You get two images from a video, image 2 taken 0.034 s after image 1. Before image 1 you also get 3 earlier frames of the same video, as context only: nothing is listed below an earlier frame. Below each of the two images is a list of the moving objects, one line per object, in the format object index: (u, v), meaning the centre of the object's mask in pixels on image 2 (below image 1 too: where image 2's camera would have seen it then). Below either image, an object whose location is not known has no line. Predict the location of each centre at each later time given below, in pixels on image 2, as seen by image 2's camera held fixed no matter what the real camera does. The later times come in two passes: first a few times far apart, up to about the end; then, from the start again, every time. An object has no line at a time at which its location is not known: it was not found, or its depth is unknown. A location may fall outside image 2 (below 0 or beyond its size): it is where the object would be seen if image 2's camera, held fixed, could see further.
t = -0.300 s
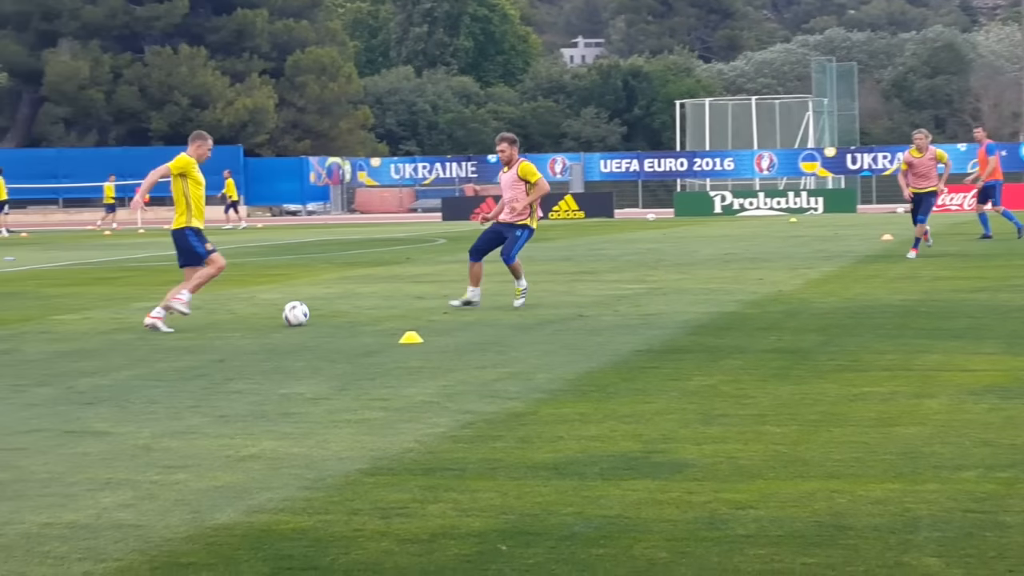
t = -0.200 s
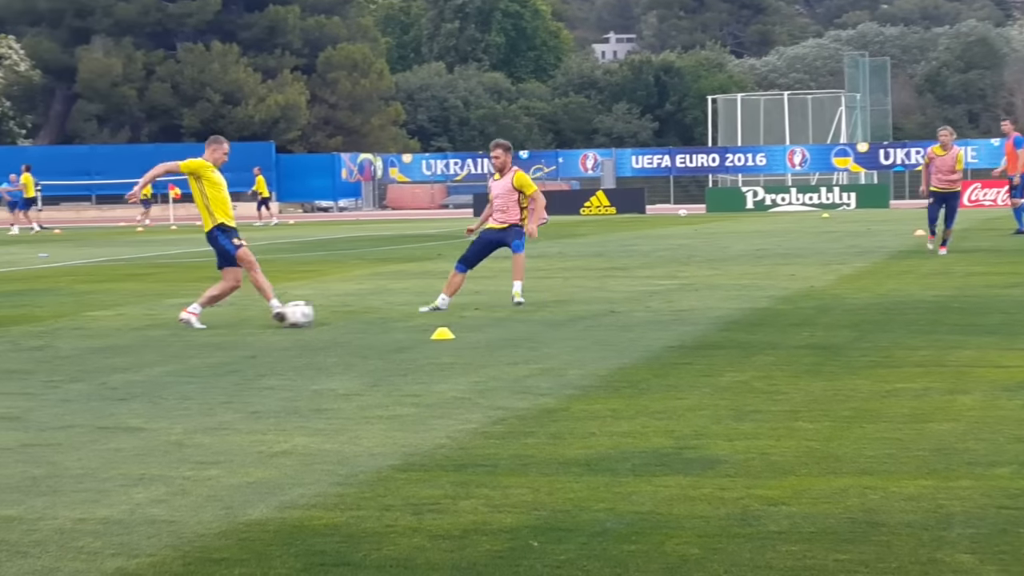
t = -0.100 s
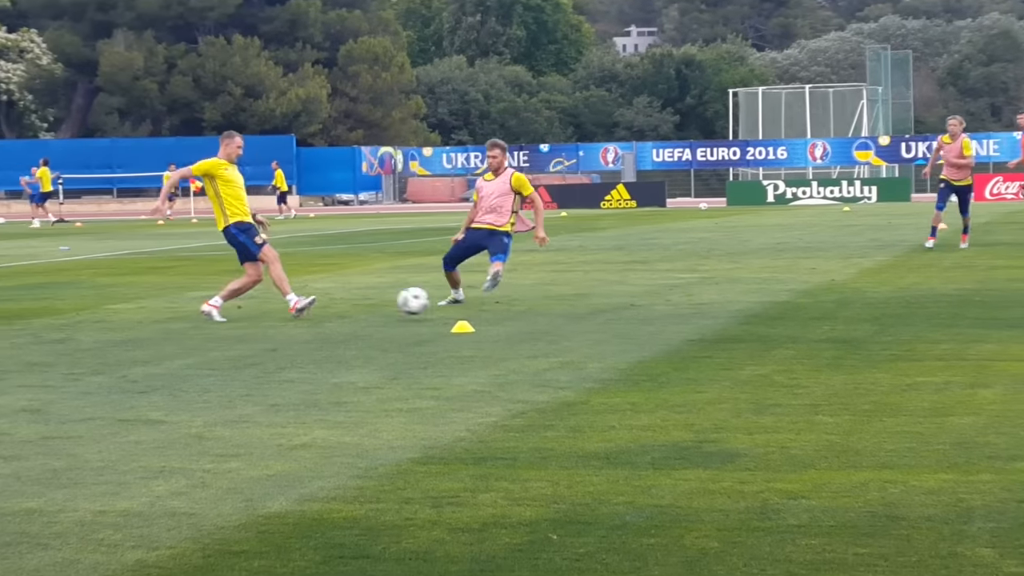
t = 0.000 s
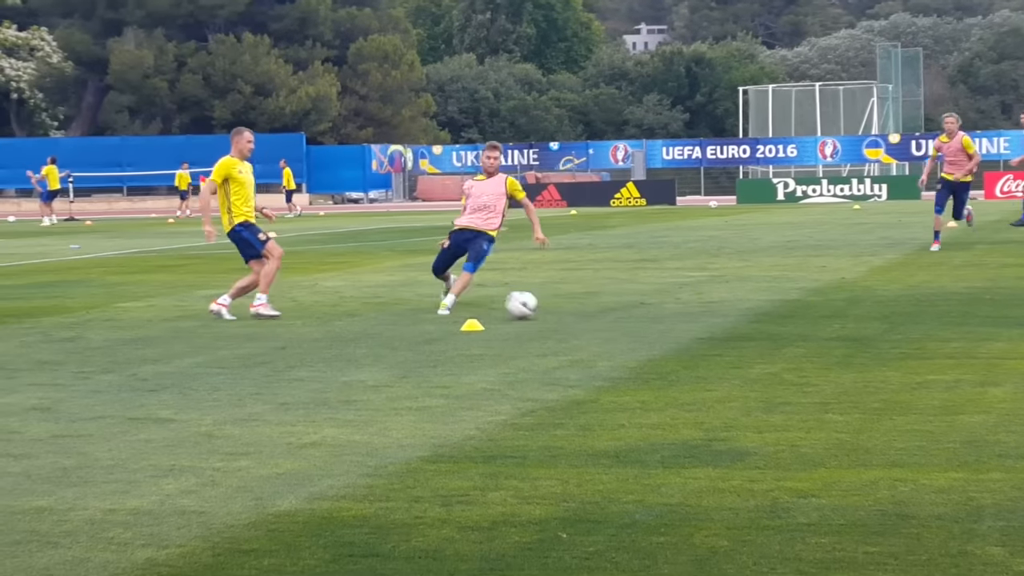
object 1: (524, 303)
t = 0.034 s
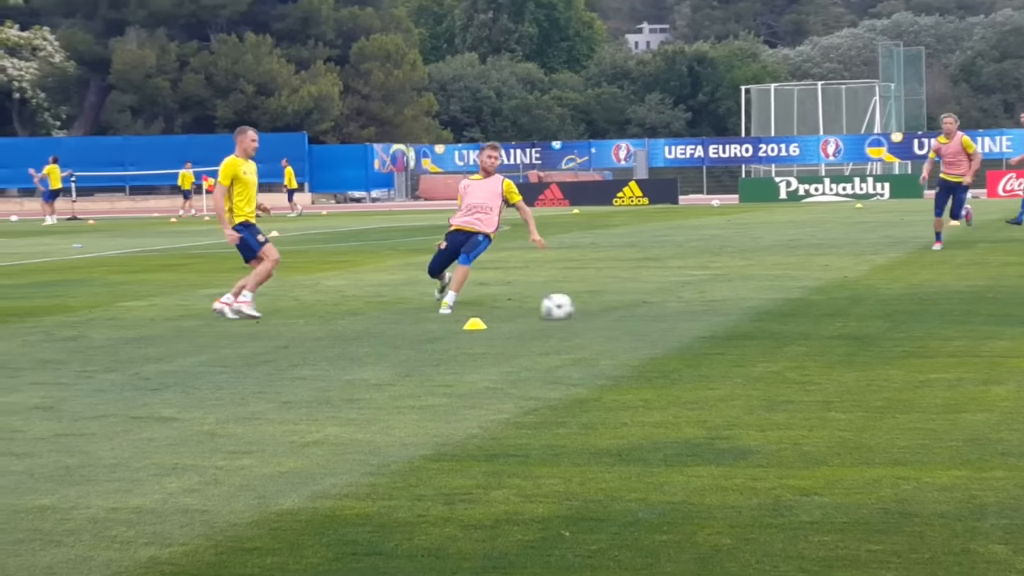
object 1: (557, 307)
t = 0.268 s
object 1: (775, 309)
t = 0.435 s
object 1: (923, 308)
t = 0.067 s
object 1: (588, 304)
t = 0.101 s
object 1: (618, 301)
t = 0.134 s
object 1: (648, 300)
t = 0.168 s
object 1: (679, 300)
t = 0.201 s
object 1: (711, 302)
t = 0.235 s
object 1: (743, 306)
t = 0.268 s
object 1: (775, 309)
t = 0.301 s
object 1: (804, 307)
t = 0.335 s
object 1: (832, 305)
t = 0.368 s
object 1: (862, 305)
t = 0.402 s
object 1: (892, 305)
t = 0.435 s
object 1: (923, 308)
